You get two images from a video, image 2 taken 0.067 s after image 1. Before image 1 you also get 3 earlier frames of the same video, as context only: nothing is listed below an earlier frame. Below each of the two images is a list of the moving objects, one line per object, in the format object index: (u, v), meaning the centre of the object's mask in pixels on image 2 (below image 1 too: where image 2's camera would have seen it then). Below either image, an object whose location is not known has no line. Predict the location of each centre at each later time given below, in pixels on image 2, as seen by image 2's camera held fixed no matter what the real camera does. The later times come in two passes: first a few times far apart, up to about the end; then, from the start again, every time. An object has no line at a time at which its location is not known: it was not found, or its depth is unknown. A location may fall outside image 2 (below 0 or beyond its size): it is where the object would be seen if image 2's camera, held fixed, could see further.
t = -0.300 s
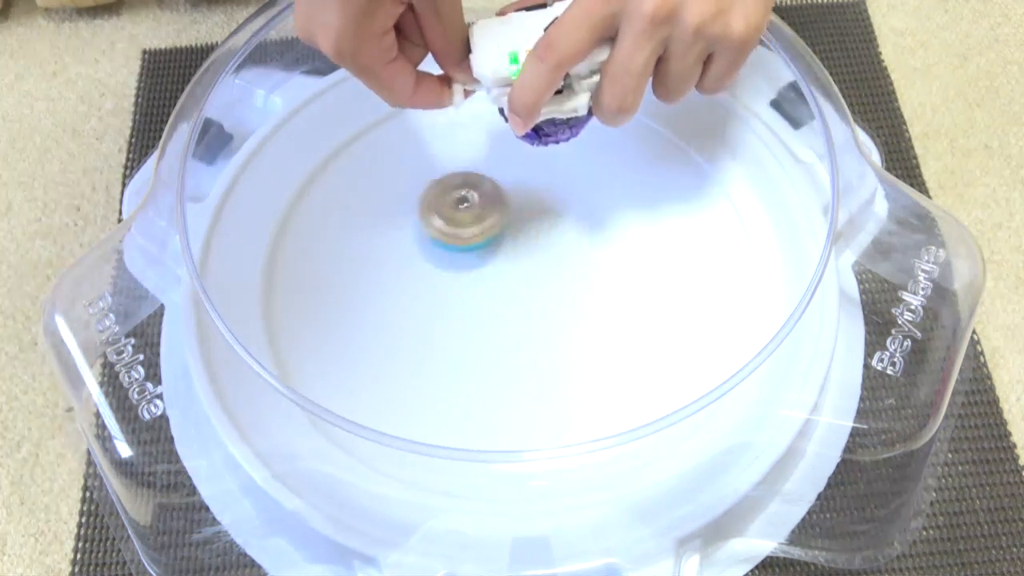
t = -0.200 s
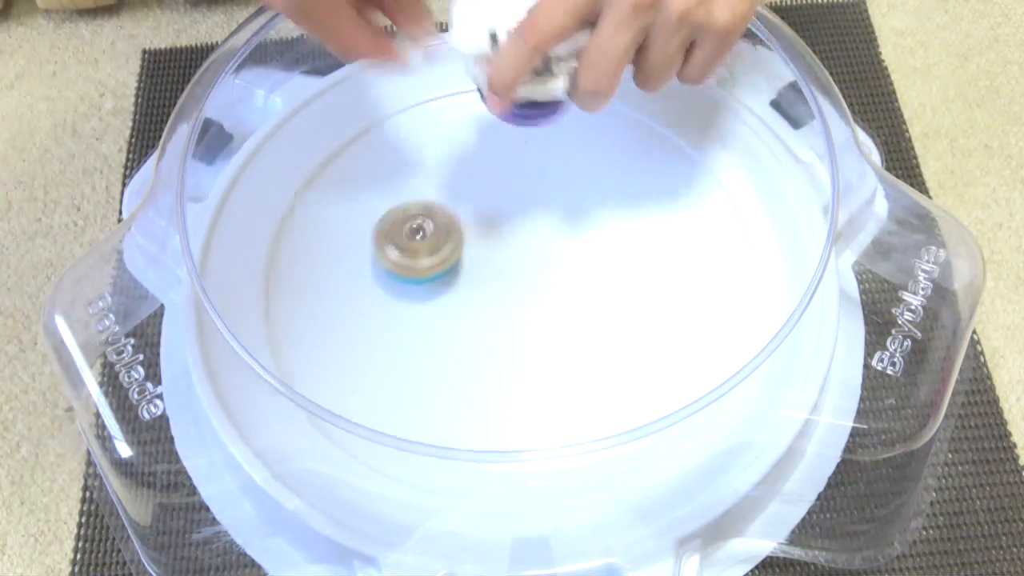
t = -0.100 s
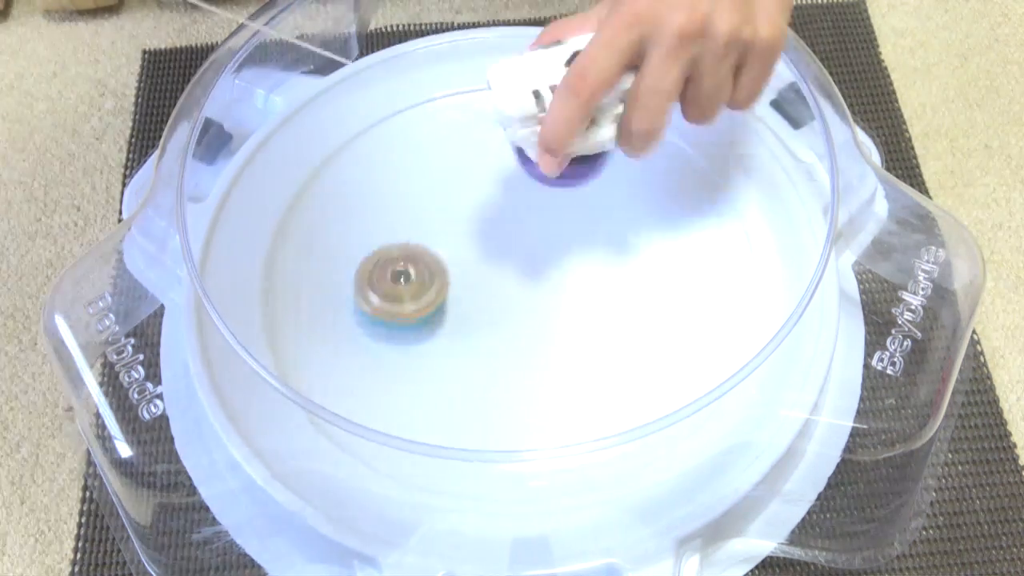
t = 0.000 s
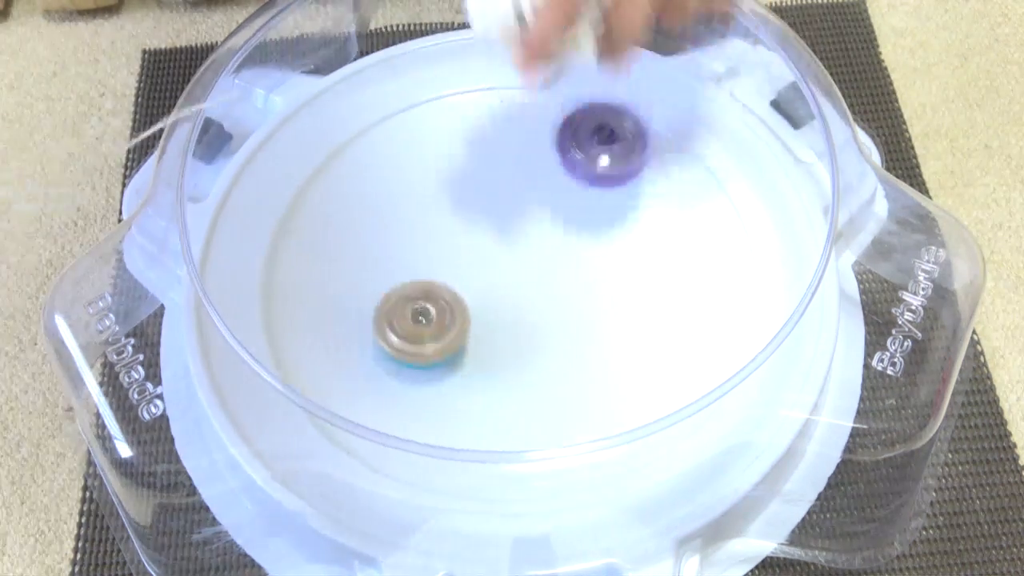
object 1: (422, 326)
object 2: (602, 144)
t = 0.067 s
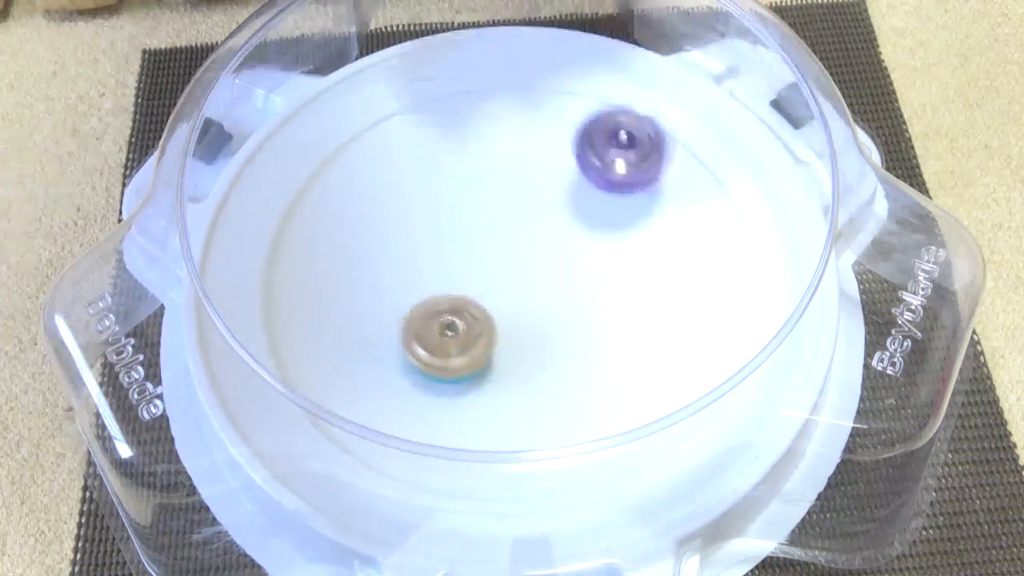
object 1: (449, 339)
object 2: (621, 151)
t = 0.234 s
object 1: (539, 334)
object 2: (596, 207)
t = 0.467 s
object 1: (558, 323)
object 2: (514, 178)
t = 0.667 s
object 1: (540, 278)
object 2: (438, 208)
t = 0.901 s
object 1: (526, 268)
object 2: (448, 325)
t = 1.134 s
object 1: (503, 273)
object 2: (593, 346)
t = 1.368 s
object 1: (491, 286)
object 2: (658, 219)
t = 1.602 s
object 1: (509, 297)
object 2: (526, 138)
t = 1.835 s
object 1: (529, 280)
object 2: (378, 266)
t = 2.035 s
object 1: (520, 257)
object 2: (453, 409)
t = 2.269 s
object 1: (491, 260)
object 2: (667, 368)
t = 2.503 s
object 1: (490, 286)
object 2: (661, 189)
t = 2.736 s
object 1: (526, 292)
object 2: (447, 163)
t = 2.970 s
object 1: (546, 267)
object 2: (328, 322)
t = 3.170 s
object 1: (527, 245)
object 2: (472, 428)
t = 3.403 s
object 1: (493, 262)
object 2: (659, 320)
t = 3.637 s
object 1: (498, 295)
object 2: (598, 150)
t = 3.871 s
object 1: (532, 303)
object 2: (409, 153)
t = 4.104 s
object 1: (549, 278)
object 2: (352, 297)
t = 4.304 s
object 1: (528, 257)
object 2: (514, 385)
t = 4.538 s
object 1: (491, 264)
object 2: (673, 262)
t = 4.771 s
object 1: (484, 294)
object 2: (593, 157)
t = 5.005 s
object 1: (515, 306)
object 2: (416, 178)
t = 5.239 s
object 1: (539, 281)
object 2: (413, 348)
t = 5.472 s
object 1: (523, 253)
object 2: (616, 375)
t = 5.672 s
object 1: (493, 253)
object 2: (682, 249)
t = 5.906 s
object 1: (482, 279)
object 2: (532, 156)
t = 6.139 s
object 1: (510, 298)
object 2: (370, 263)
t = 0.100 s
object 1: (467, 345)
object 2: (627, 167)
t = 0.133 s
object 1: (486, 347)
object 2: (623, 169)
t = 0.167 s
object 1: (504, 345)
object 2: (618, 184)
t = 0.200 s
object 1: (523, 341)
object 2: (608, 192)
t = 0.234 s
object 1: (539, 334)
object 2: (596, 207)
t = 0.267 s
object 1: (553, 324)
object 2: (581, 220)
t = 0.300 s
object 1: (562, 319)
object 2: (567, 226)
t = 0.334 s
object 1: (563, 326)
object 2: (558, 215)
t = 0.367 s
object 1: (563, 330)
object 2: (548, 204)
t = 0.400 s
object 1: (561, 330)
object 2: (537, 195)
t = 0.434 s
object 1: (560, 328)
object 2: (526, 186)
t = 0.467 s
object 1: (558, 323)
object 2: (514, 178)
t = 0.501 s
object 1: (556, 316)
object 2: (500, 173)
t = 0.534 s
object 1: (554, 308)
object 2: (487, 172)
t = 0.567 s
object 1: (552, 300)
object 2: (472, 175)
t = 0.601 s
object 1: (549, 292)
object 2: (458, 182)
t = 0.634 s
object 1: (545, 284)
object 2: (447, 193)
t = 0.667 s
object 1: (540, 278)
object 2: (438, 208)
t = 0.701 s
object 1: (534, 274)
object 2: (433, 226)
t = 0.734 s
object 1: (528, 271)
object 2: (432, 246)
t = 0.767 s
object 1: (529, 271)
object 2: (427, 262)
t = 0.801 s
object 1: (530, 271)
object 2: (425, 279)
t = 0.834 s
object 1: (530, 271)
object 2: (428, 295)
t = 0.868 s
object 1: (528, 271)
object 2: (435, 311)
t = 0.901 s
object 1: (526, 268)
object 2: (448, 325)
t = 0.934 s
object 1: (524, 269)
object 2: (464, 337)
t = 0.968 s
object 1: (520, 270)
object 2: (482, 347)
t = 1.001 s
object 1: (515, 269)
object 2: (503, 355)
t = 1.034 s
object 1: (512, 270)
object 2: (524, 359)
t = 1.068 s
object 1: (509, 268)
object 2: (548, 357)
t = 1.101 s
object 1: (506, 269)
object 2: (571, 354)
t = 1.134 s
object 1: (503, 273)
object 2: (593, 346)
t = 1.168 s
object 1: (499, 274)
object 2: (613, 334)
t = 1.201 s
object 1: (496, 275)
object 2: (630, 320)
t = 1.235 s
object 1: (494, 277)
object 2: (644, 303)
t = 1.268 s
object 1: (492, 279)
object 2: (655, 284)
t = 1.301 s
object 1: (491, 281)
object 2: (661, 262)
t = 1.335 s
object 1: (491, 283)
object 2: (662, 241)
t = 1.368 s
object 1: (491, 286)
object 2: (658, 219)
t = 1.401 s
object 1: (492, 288)
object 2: (649, 200)
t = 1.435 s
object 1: (493, 291)
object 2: (638, 182)
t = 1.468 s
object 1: (495, 293)
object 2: (620, 165)
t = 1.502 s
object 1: (498, 295)
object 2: (601, 151)
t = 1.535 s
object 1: (501, 296)
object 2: (579, 143)
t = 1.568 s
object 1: (505, 297)
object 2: (553, 138)
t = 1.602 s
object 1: (509, 297)
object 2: (526, 138)
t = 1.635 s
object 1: (513, 296)
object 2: (498, 143)
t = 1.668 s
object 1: (517, 295)
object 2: (471, 153)
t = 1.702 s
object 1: (521, 293)
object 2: (446, 169)
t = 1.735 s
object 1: (524, 290)
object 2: (423, 187)
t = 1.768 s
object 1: (526, 287)
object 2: (403, 211)
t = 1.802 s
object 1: (528, 283)
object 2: (388, 237)
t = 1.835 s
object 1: (529, 280)
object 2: (378, 266)
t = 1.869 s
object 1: (529, 276)
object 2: (373, 294)
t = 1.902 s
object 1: (529, 271)
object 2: (376, 324)
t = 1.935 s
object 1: (527, 267)
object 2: (385, 351)
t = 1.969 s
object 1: (525, 264)
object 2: (402, 376)
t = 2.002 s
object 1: (523, 261)
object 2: (424, 396)
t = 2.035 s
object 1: (520, 257)
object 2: (453, 409)
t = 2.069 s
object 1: (516, 257)
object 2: (483, 416)
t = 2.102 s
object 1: (512, 255)
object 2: (515, 433)
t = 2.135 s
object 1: (507, 255)
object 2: (547, 417)
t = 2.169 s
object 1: (503, 255)
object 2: (579, 411)
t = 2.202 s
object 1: (499, 255)
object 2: (615, 410)
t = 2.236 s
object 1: (495, 257)
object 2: (644, 389)
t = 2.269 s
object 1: (491, 260)
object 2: (667, 368)
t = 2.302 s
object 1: (488, 262)
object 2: (687, 344)
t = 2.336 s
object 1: (486, 265)
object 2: (699, 317)
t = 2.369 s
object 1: (485, 269)
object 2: (705, 290)
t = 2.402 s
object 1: (484, 273)
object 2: (702, 263)
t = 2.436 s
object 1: (485, 277)
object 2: (694, 236)
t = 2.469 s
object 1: (487, 282)
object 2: (680, 210)
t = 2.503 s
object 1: (490, 286)
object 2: (661, 189)
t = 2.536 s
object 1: (495, 289)
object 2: (638, 173)
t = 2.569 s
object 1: (499, 291)
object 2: (611, 160)
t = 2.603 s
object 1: (504, 293)
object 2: (580, 152)
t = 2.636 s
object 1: (509, 294)
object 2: (547, 148)
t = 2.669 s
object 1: (515, 294)
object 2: (513, 148)
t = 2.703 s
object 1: (520, 293)
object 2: (479, 154)
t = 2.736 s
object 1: (526, 292)
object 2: (447, 163)
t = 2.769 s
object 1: (531, 290)
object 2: (416, 177)
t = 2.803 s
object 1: (535, 287)
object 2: (388, 194)
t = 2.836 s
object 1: (539, 282)
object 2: (365, 216)
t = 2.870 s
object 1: (542, 280)
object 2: (345, 240)
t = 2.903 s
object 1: (544, 276)
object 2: (332, 268)
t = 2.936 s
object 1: (546, 271)
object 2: (327, 294)
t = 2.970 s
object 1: (546, 267)
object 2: (328, 322)
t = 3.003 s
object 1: (545, 262)
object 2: (337, 348)
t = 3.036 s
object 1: (543, 258)
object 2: (355, 373)
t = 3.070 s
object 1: (540, 254)
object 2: (381, 391)
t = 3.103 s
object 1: (536, 251)
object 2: (410, 404)
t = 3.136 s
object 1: (532, 247)
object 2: (439, 423)
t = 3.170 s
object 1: (527, 245)
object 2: (472, 428)
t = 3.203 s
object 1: (522, 246)
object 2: (504, 418)
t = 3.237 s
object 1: (516, 246)
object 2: (533, 414)
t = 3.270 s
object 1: (510, 248)
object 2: (564, 407)
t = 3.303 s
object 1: (505, 248)
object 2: (597, 394)
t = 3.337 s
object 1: (500, 251)
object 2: (622, 376)
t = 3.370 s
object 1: (496, 257)
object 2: (644, 349)
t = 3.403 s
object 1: (493, 262)
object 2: (659, 320)
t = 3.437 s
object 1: (491, 267)
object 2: (667, 292)
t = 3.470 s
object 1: (490, 272)
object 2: (668, 261)
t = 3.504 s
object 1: (489, 277)
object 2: (664, 234)
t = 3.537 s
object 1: (491, 282)
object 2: (655, 208)
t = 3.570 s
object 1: (492, 287)
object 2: (640, 185)
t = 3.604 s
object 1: (495, 291)
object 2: (621, 167)
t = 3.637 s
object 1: (498, 295)
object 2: (598, 150)
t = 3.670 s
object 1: (501, 298)
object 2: (573, 139)
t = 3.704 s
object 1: (505, 301)
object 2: (544, 130)
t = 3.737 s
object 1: (510, 303)
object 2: (517, 126)
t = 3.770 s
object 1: (515, 304)
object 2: (488, 127)
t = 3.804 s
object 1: (521, 304)
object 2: (459, 132)
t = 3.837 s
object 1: (526, 304)
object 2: (433, 141)
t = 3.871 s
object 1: (532, 303)
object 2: (409, 153)
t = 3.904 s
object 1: (537, 301)
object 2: (389, 168)
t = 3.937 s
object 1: (541, 298)
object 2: (371, 187)
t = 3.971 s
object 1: (545, 294)
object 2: (358, 207)
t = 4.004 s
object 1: (547, 291)
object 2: (349, 228)
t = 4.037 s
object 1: (549, 286)
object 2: (345, 251)
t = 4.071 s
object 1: (549, 282)
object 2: (346, 274)
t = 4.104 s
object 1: (549, 278)
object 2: (352, 297)
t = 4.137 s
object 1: (548, 273)
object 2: (365, 320)
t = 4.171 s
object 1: (546, 269)
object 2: (384, 343)
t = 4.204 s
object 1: (542, 265)
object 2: (409, 362)
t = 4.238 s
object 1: (538, 261)
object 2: (441, 376)
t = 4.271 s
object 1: (534, 259)
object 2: (478, 384)
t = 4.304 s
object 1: (528, 257)
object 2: (514, 385)
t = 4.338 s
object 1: (522, 255)
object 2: (550, 379)
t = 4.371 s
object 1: (517, 255)
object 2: (583, 367)
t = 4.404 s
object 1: (511, 256)
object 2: (612, 351)
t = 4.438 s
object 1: (505, 257)
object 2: (636, 330)
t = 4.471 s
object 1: (500, 259)
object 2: (654, 308)
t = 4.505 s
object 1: (495, 262)
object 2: (666, 284)
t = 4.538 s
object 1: (491, 264)
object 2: (673, 262)
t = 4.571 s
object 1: (487, 269)
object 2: (674, 239)
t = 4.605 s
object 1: (484, 273)
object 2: (670, 219)
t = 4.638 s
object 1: (482, 277)
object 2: (661, 202)
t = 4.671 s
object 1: (481, 281)
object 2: (648, 187)
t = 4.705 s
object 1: (481, 286)
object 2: (632, 175)
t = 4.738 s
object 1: (482, 290)
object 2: (613, 165)
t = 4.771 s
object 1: (484, 294)
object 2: (593, 157)
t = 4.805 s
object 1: (487, 298)
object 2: (572, 151)
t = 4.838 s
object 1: (491, 301)
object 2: (548, 147)
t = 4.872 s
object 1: (495, 304)
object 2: (522, 145)
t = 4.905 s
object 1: (500, 306)
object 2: (495, 147)
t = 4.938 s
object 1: (505, 307)
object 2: (466, 153)
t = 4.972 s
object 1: (510, 307)
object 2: (440, 163)
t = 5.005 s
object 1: (515, 306)
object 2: (416, 178)
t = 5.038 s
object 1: (521, 304)
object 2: (397, 198)
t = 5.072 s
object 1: (526, 302)
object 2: (383, 221)
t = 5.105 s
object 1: (530, 298)
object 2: (376, 247)
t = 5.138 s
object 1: (533, 294)
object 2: (375, 273)
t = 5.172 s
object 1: (536, 290)
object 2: (382, 302)
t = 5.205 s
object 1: (538, 286)
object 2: (394, 326)
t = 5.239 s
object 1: (539, 281)
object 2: (413, 348)
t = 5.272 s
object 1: (539, 276)
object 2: (436, 367)
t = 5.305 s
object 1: (538, 269)
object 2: (464, 381)
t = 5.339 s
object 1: (537, 266)
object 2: (493, 390)
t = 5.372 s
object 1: (534, 261)
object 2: (526, 394)
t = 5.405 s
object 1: (531, 259)
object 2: (557, 393)
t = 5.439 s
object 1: (527, 255)
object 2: (587, 386)
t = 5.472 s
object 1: (523, 253)
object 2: (616, 375)
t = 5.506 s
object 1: (518, 251)
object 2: (640, 359)
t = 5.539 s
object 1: (513, 250)
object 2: (660, 339)
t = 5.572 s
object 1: (508, 250)
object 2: (674, 317)
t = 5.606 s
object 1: (503, 250)
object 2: (683, 295)
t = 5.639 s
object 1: (498, 251)
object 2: (686, 271)
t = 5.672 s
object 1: (493, 253)
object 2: (682, 249)
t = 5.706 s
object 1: (489, 256)
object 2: (673, 226)
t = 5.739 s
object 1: (486, 258)
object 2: (659, 205)
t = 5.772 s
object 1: (483, 262)
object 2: (641, 189)
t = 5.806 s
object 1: (481, 266)
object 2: (617, 175)
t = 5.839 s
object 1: (481, 270)
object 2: (592, 165)
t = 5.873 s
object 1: (481, 274)
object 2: (563, 158)
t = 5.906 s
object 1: (482, 279)
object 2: (532, 156)
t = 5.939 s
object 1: (483, 283)
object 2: (501, 159)
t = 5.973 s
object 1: (487, 287)
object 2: (471, 167)
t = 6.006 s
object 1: (490, 290)
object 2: (442, 180)
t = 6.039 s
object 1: (494, 293)
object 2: (419, 197)
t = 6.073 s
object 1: (499, 295)
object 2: (398, 217)
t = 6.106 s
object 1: (504, 297)
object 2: (382, 239)
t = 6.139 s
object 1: (510, 298)
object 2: (370, 263)
